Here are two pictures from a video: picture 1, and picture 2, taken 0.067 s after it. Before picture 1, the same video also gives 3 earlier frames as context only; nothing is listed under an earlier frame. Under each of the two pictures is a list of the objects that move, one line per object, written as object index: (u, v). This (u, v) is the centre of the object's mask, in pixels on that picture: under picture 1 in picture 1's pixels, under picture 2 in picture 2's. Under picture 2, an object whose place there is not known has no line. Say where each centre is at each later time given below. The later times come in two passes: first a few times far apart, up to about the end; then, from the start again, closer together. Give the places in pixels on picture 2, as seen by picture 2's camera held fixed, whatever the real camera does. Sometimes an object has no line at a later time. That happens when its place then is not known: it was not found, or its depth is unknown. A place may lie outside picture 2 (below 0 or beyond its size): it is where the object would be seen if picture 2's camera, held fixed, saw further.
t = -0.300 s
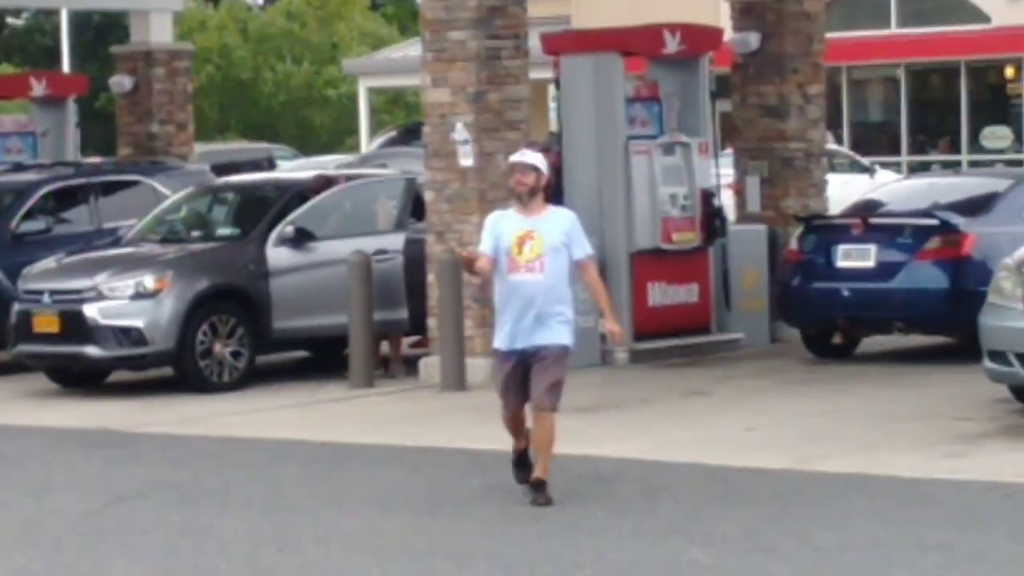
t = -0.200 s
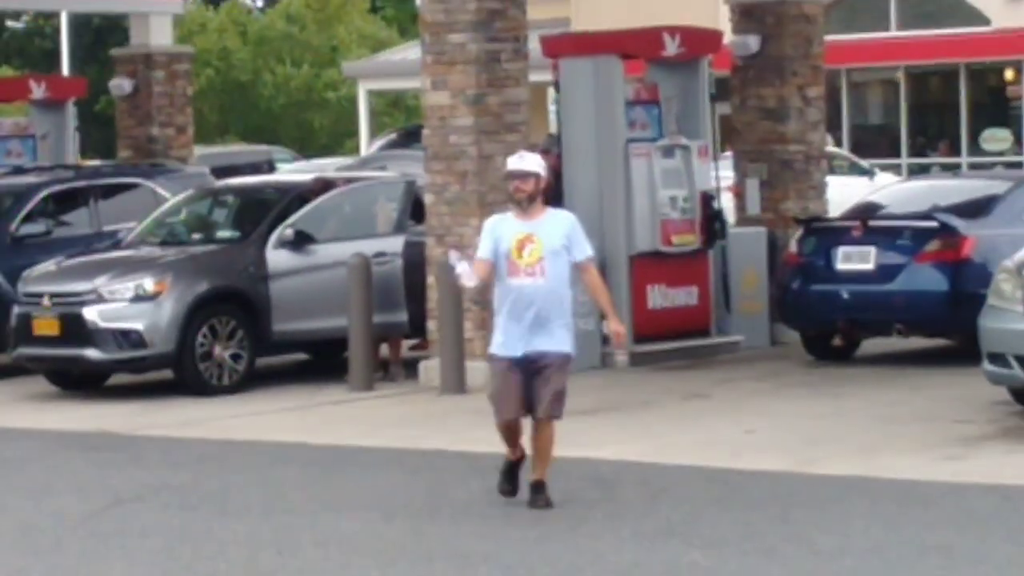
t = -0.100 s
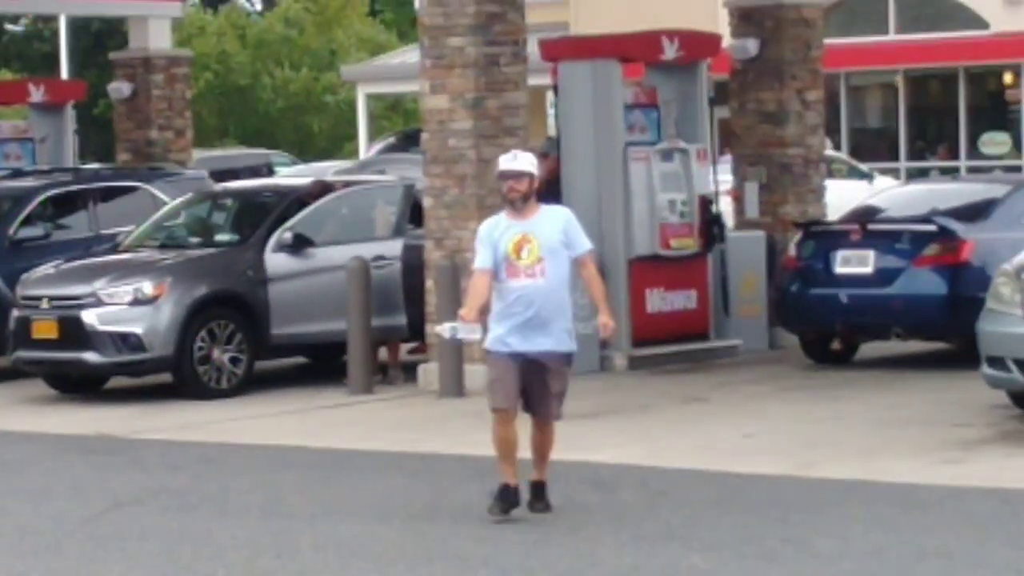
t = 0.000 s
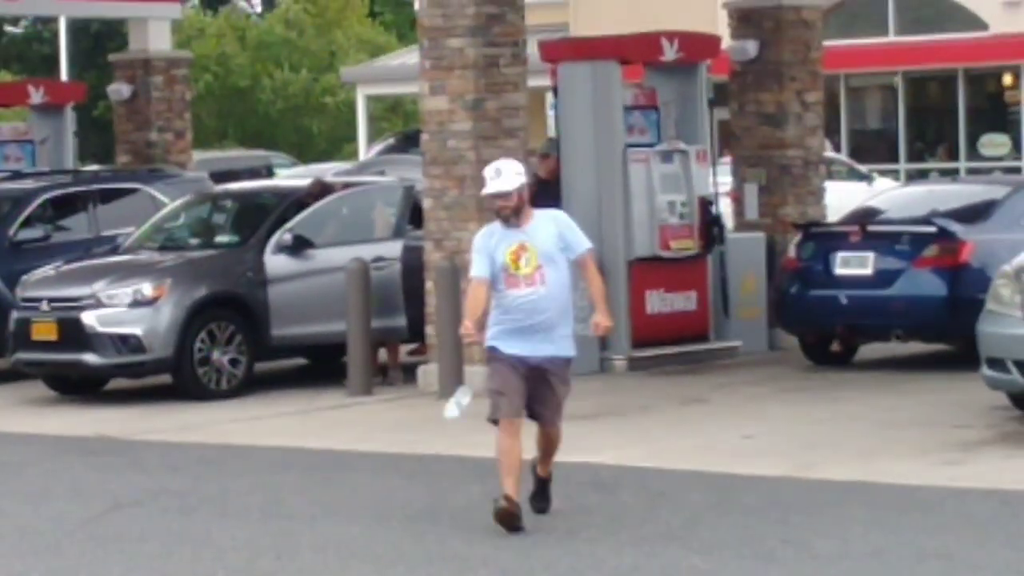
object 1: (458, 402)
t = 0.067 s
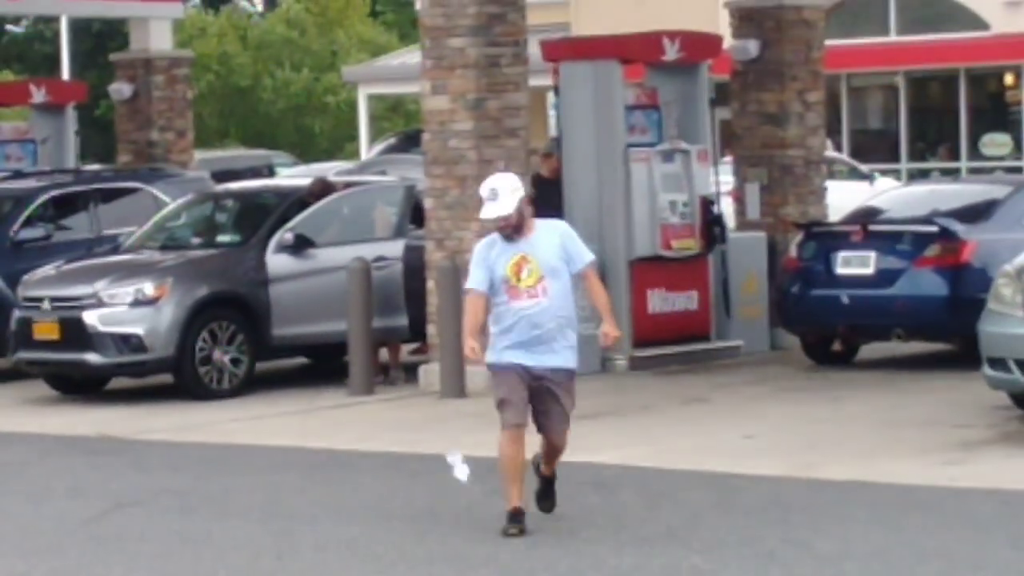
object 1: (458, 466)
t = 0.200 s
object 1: (439, 513)
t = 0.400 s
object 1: (385, 468)
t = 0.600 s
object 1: (331, 517)
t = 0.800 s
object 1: (284, 556)
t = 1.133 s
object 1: (237, 582)
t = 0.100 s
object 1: (456, 498)
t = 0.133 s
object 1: (456, 536)
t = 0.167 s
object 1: (448, 529)
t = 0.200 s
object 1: (439, 513)
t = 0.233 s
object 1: (430, 499)
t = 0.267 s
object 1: (421, 488)
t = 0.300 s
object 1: (412, 479)
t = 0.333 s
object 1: (403, 473)
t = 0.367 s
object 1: (394, 469)
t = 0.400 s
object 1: (385, 468)
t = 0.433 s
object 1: (376, 469)
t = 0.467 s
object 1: (367, 473)
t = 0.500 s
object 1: (358, 480)
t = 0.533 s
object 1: (349, 489)
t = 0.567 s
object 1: (340, 502)
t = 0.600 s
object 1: (331, 517)
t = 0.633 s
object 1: (322, 535)
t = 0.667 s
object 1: (314, 555)
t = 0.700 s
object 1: (305, 574)
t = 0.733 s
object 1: (297, 566)
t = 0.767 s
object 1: (291, 560)
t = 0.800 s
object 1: (284, 556)
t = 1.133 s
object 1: (237, 582)
